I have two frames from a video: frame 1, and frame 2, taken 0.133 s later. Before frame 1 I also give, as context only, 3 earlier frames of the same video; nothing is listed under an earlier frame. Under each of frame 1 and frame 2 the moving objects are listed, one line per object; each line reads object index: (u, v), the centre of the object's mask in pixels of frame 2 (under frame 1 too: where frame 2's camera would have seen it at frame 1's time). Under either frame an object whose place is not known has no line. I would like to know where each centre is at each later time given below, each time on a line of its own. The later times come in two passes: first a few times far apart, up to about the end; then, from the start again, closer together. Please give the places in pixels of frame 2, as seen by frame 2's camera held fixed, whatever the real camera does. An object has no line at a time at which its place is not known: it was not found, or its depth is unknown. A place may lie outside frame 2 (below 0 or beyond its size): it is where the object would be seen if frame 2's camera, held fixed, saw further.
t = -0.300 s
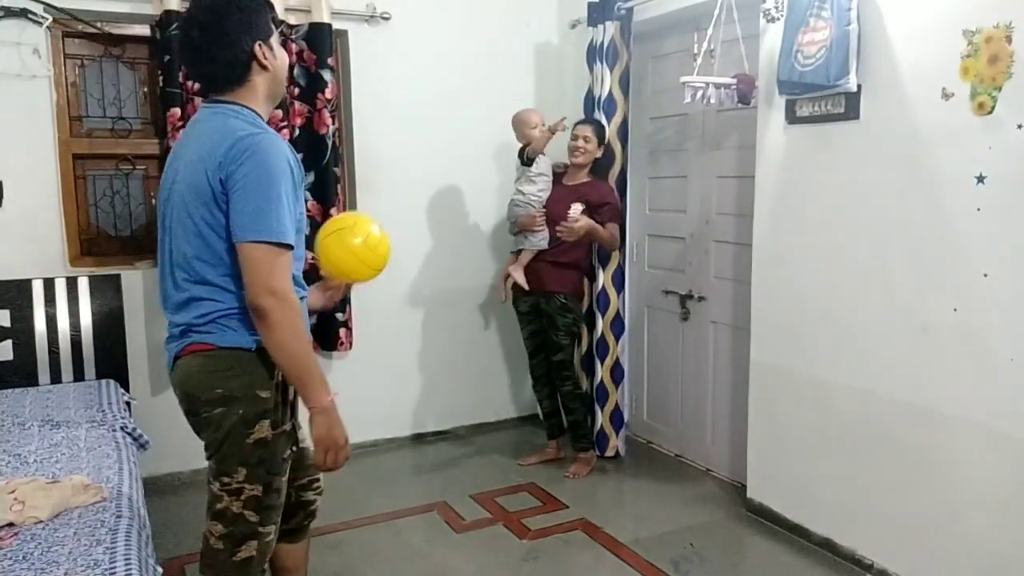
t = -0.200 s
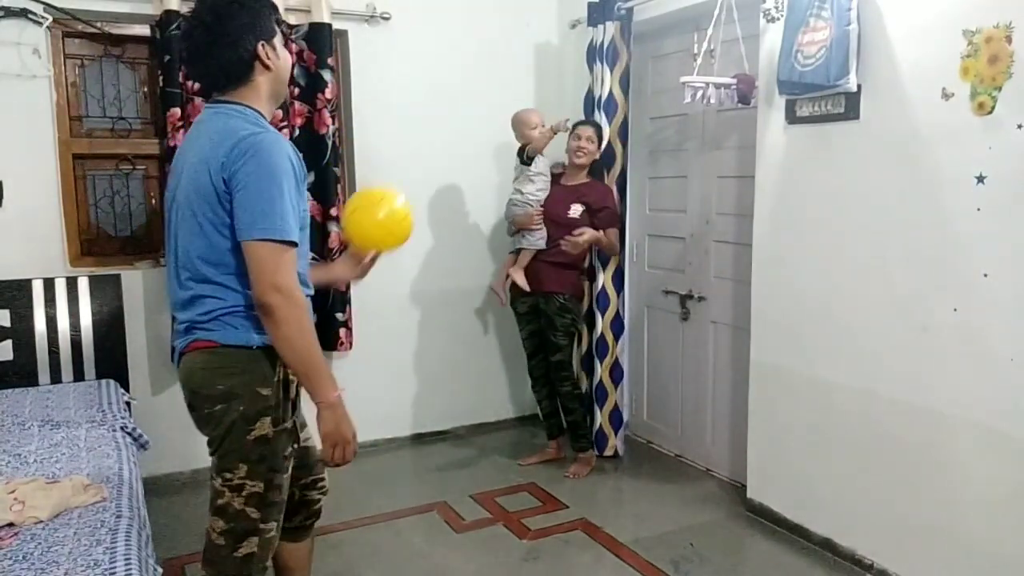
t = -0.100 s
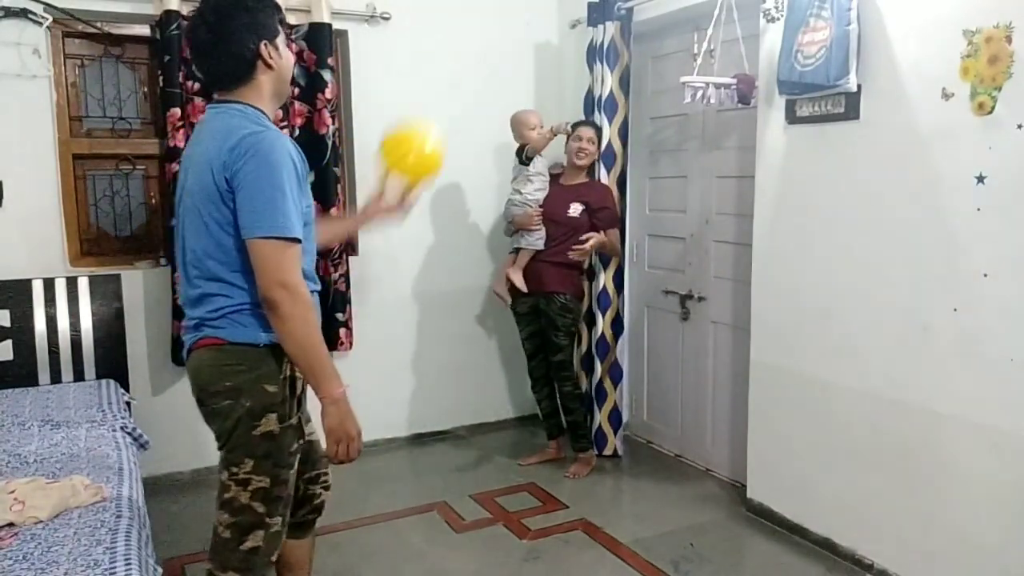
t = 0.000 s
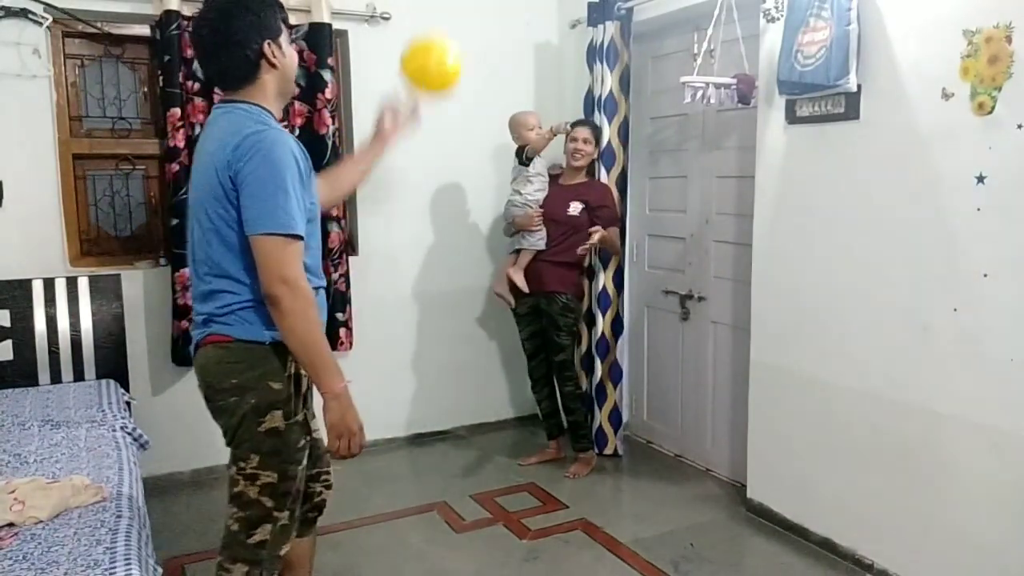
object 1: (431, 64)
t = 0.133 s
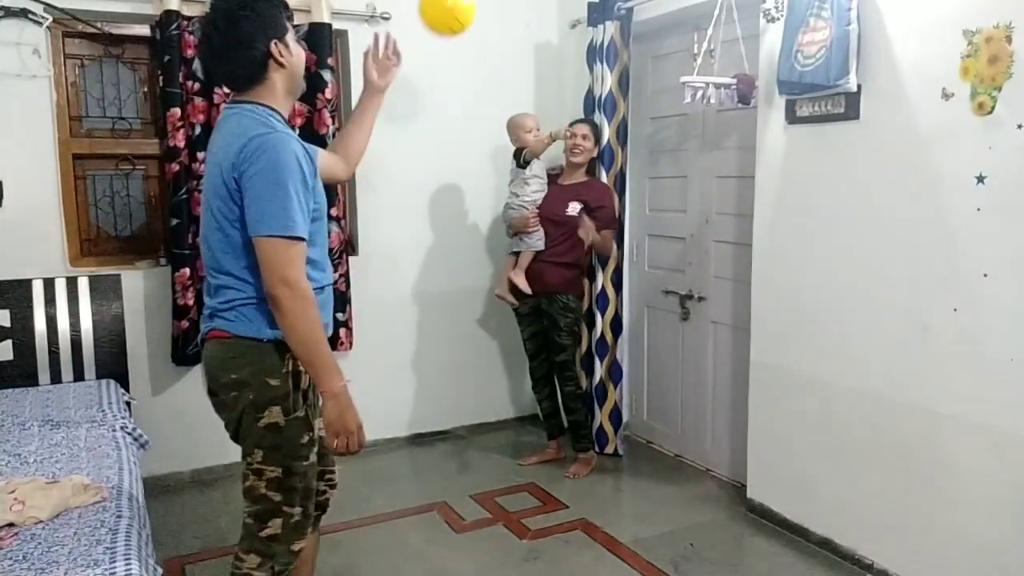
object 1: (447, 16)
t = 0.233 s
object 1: (458, 13)
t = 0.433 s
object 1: (476, 65)
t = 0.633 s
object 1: (488, 200)
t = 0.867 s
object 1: (466, 355)
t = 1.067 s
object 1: (491, 389)
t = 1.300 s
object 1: (526, 347)
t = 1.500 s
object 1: (560, 407)
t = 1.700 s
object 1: (591, 498)
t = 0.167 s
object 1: (451, 13)
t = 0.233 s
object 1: (458, 13)
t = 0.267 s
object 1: (461, 15)
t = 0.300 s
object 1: (464, 18)
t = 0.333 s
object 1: (467, 23)
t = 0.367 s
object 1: (470, 35)
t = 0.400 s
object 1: (473, 49)
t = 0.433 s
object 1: (476, 65)
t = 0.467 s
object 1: (479, 83)
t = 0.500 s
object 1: (481, 103)
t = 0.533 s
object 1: (483, 125)
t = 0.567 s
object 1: (485, 150)
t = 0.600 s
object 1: (486, 174)
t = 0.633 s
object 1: (488, 200)
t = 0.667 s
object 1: (485, 221)
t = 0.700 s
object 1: (481, 238)
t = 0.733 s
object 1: (478, 260)
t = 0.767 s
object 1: (474, 284)
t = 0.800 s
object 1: (471, 306)
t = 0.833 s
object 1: (468, 331)
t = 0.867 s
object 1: (466, 355)
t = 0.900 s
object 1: (465, 381)
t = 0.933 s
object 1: (470, 401)
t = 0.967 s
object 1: (477, 424)
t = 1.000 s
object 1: (481, 418)
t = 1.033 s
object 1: (486, 402)
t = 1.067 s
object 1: (491, 389)
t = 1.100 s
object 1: (496, 376)
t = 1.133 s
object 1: (501, 366)
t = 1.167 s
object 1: (505, 359)
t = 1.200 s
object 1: (510, 352)
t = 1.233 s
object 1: (516, 348)
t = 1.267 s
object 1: (521, 346)
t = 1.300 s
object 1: (526, 347)
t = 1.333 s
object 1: (532, 350)
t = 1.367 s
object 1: (537, 355)
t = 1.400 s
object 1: (543, 364)
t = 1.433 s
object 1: (549, 376)
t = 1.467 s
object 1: (555, 389)
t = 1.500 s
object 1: (560, 407)
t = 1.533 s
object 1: (566, 427)
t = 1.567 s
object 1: (572, 449)
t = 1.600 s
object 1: (578, 474)
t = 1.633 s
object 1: (584, 503)
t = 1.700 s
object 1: (591, 498)
